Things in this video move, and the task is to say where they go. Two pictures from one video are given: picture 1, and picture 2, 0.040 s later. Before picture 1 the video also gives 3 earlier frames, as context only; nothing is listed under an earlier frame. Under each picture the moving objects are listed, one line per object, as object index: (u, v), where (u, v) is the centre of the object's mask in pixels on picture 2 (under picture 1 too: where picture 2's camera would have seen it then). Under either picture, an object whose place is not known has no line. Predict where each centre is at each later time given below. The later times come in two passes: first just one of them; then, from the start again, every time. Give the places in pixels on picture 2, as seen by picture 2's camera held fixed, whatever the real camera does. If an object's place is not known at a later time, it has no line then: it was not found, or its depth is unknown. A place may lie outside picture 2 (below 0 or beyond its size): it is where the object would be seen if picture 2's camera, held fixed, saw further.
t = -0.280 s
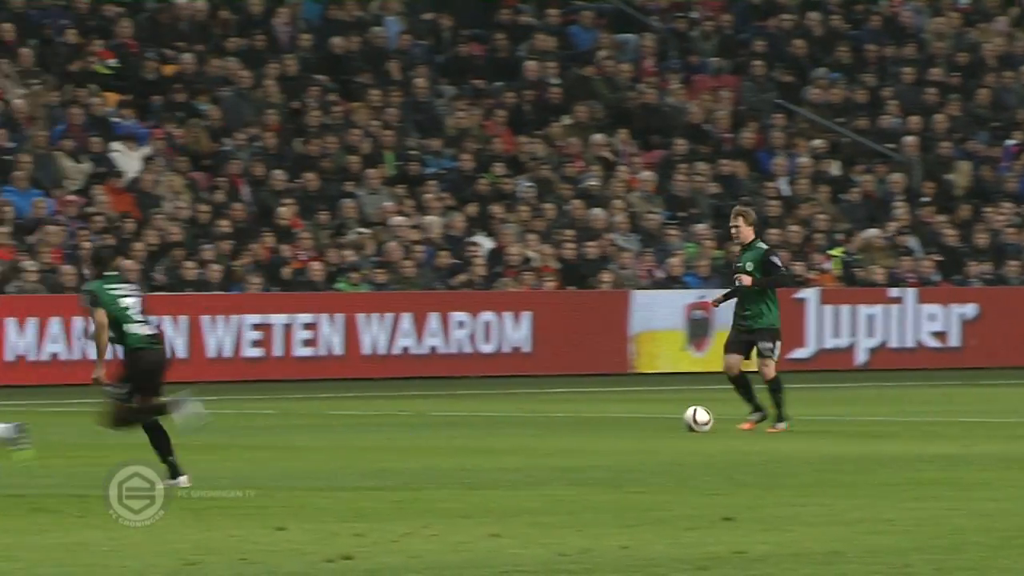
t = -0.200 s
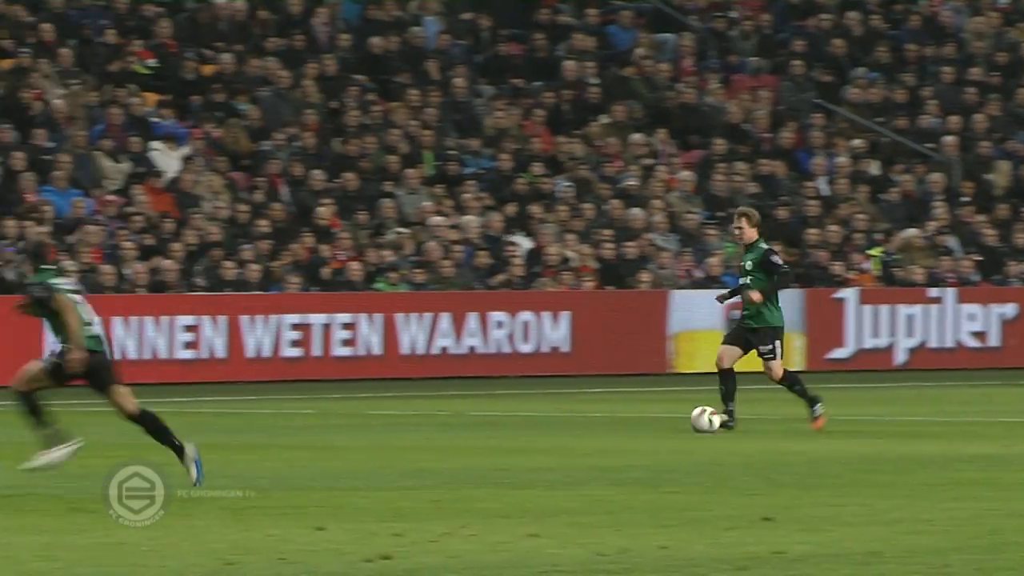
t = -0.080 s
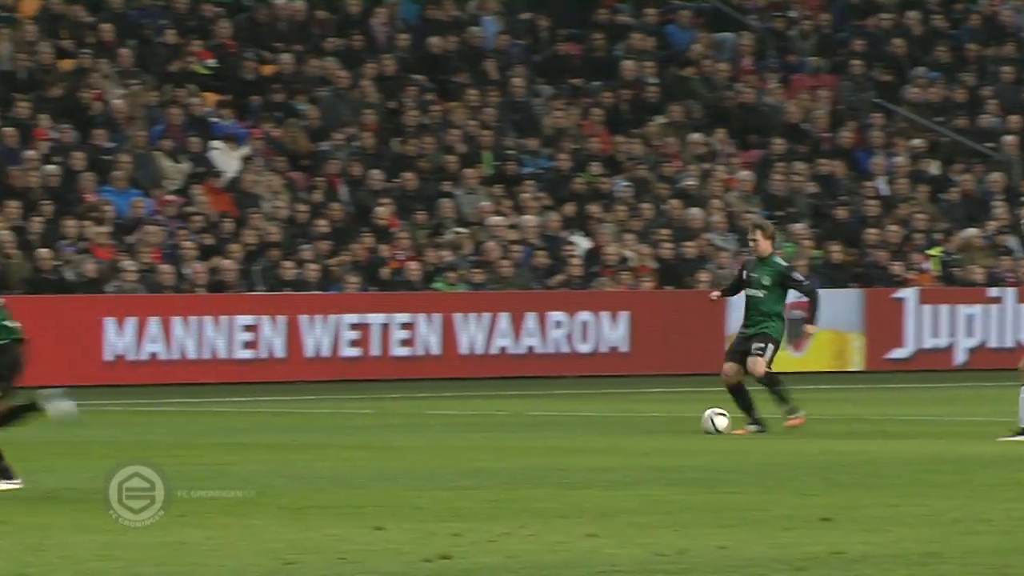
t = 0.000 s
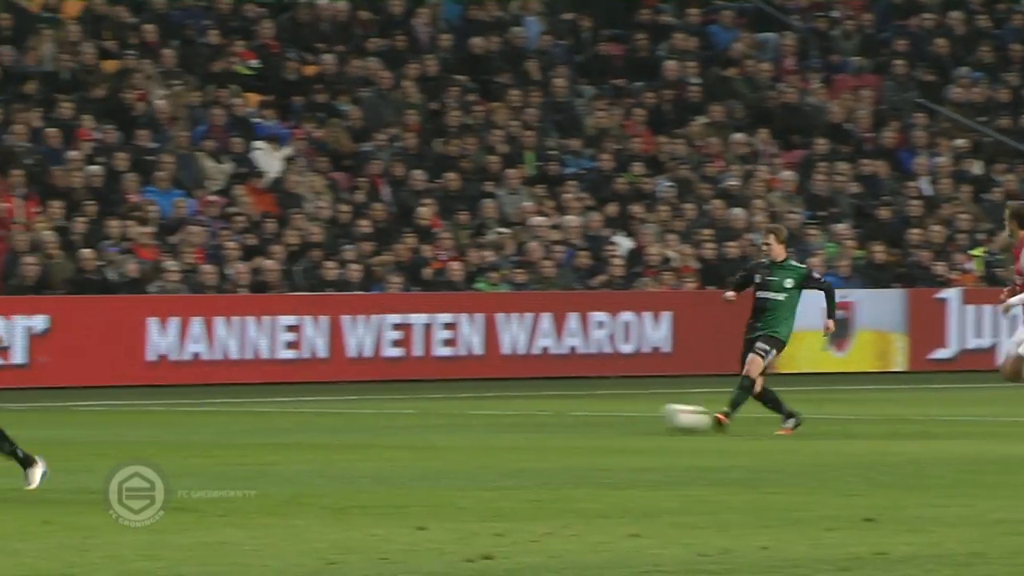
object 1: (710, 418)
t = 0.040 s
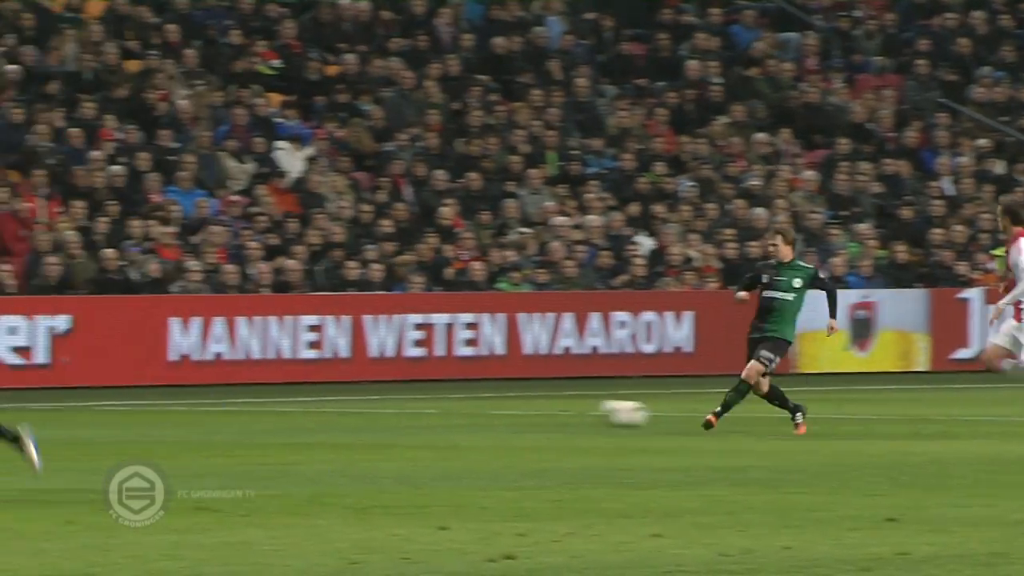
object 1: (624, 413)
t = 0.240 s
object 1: (217, 423)
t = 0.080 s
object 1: (541, 411)
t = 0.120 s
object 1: (459, 410)
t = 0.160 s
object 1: (378, 413)
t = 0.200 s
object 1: (297, 418)
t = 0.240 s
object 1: (217, 423)
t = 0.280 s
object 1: (142, 422)
